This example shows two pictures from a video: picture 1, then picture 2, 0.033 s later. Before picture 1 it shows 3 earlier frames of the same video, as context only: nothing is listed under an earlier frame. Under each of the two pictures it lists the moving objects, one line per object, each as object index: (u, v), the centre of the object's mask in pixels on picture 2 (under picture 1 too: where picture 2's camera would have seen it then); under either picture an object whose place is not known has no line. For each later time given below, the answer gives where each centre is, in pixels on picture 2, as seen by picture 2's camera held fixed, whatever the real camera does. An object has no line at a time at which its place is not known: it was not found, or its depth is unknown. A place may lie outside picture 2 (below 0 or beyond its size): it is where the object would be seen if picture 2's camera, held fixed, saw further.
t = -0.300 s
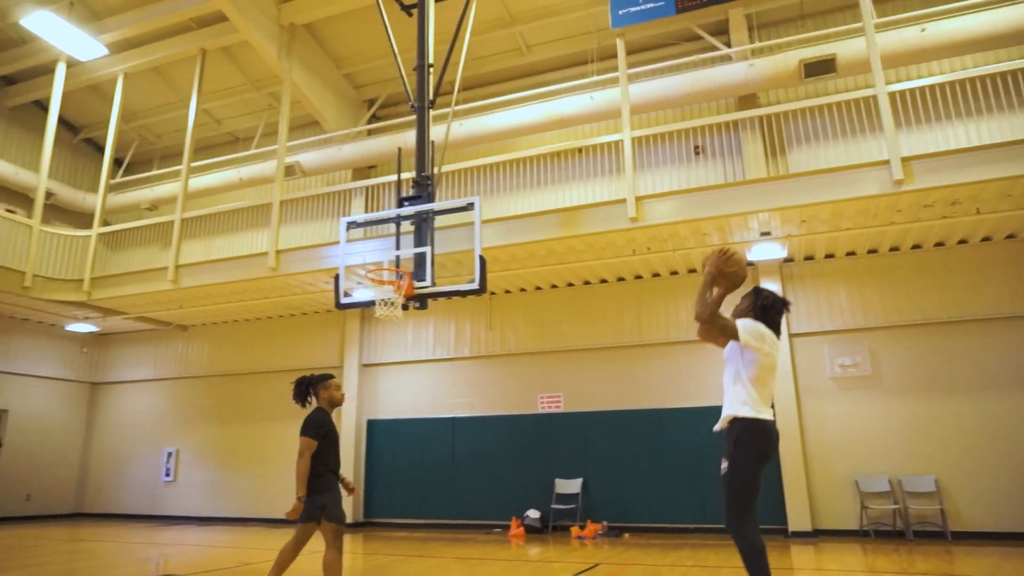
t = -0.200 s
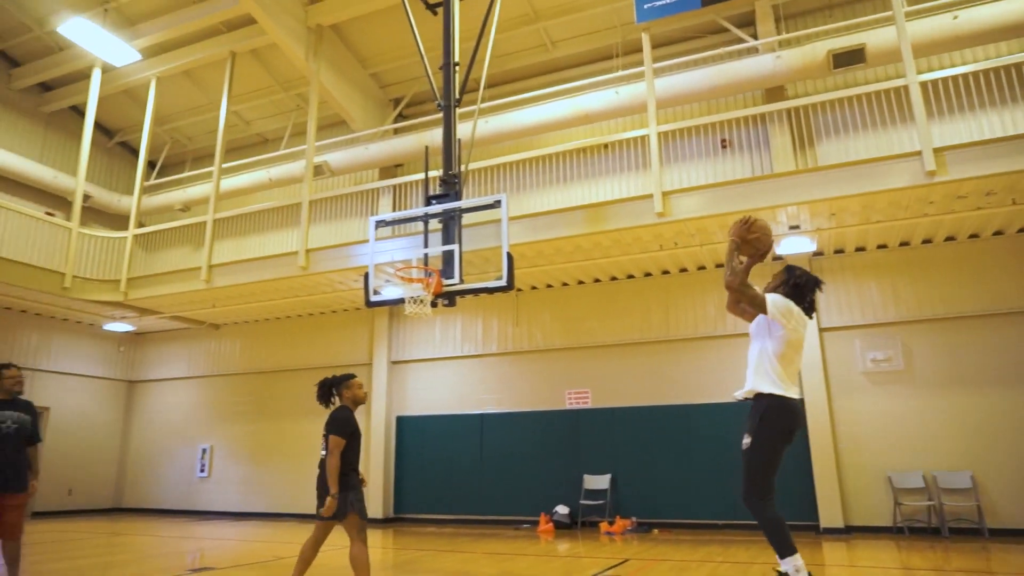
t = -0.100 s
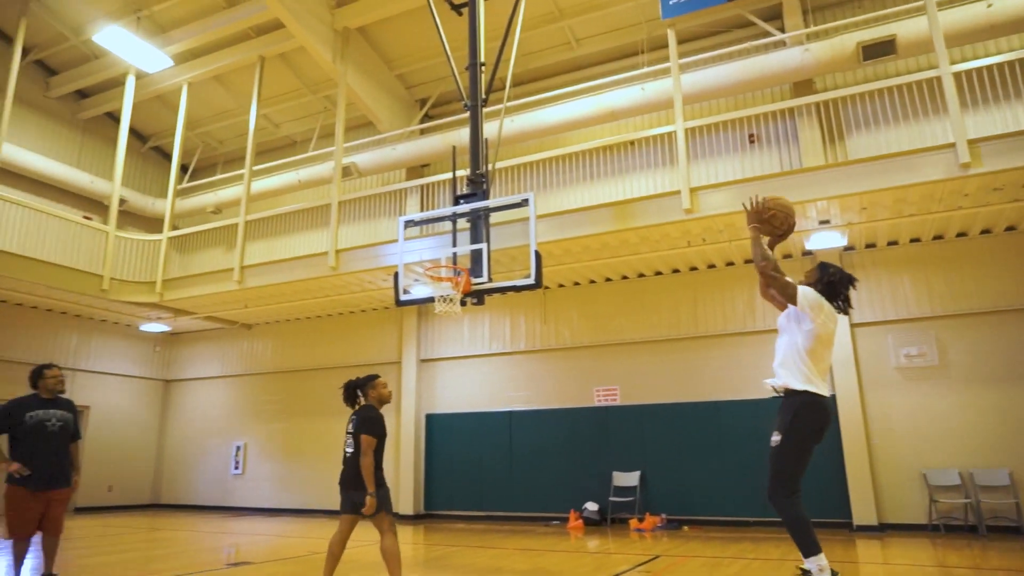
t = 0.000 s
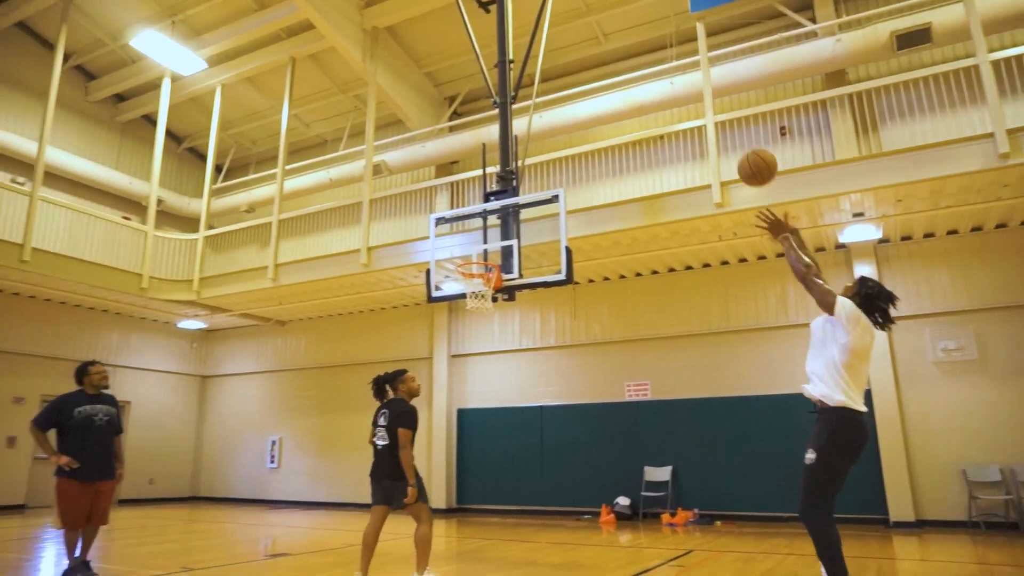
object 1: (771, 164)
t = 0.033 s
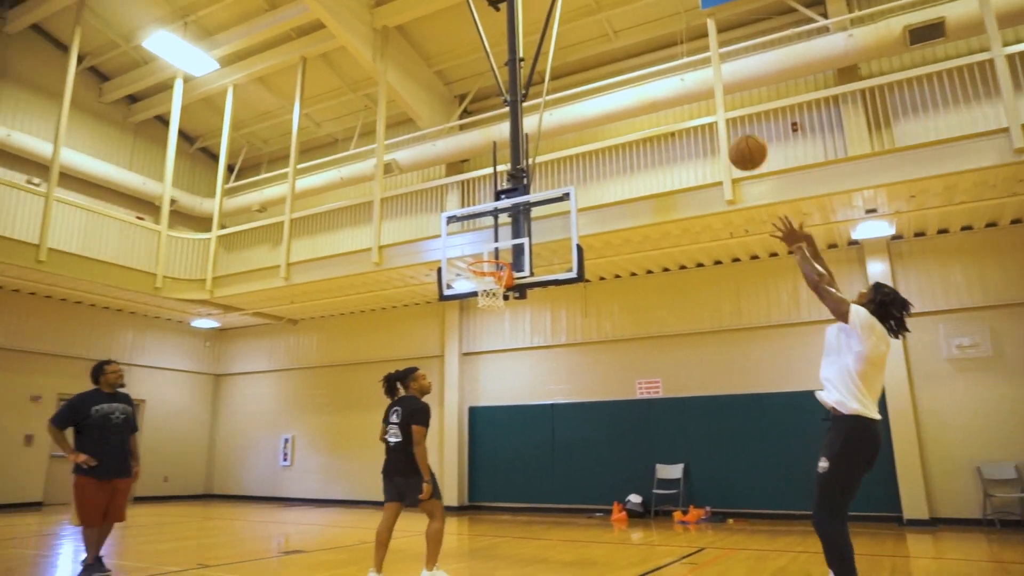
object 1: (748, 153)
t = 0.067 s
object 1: (727, 144)
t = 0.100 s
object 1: (709, 136)
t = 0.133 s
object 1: (692, 131)
